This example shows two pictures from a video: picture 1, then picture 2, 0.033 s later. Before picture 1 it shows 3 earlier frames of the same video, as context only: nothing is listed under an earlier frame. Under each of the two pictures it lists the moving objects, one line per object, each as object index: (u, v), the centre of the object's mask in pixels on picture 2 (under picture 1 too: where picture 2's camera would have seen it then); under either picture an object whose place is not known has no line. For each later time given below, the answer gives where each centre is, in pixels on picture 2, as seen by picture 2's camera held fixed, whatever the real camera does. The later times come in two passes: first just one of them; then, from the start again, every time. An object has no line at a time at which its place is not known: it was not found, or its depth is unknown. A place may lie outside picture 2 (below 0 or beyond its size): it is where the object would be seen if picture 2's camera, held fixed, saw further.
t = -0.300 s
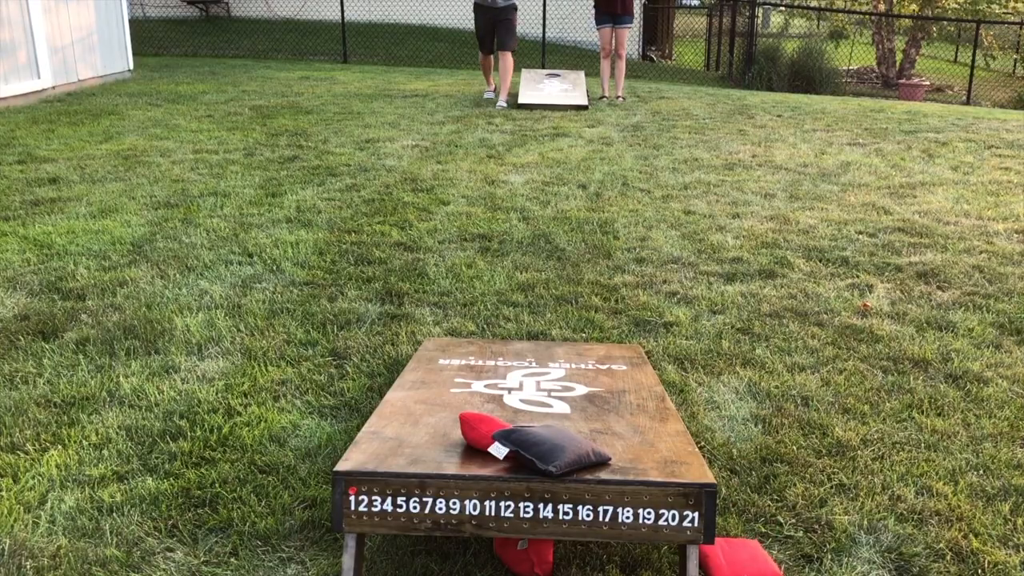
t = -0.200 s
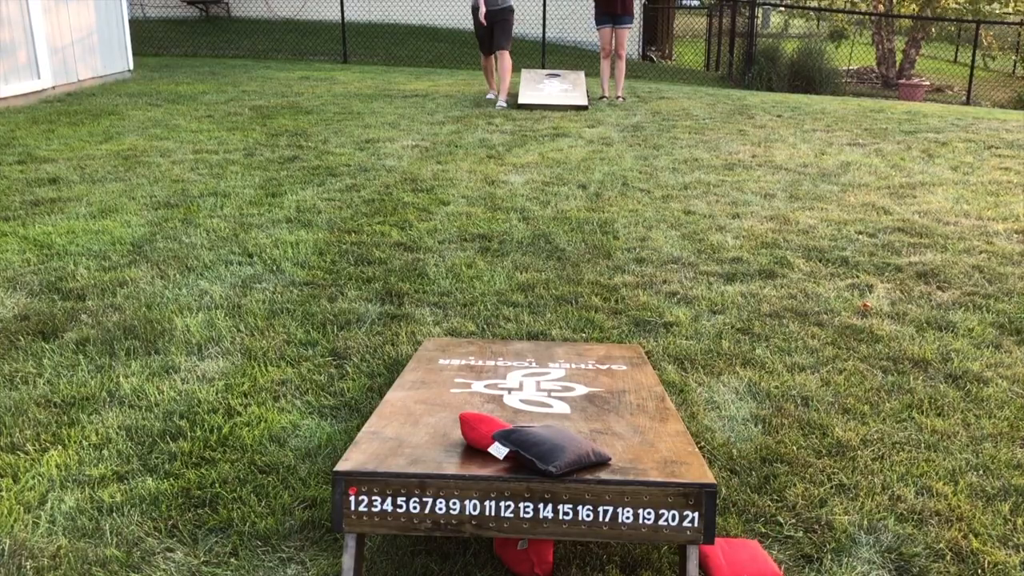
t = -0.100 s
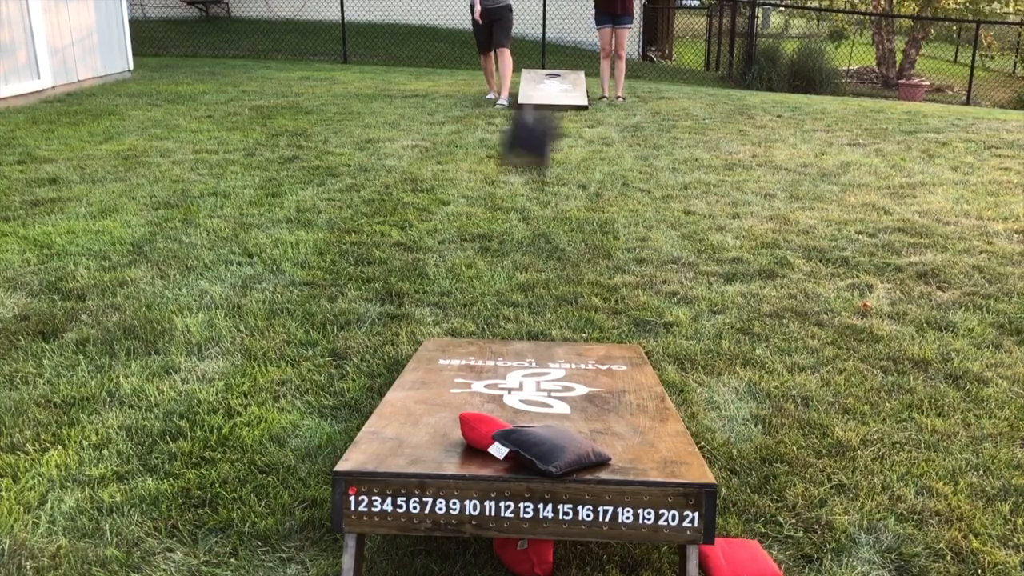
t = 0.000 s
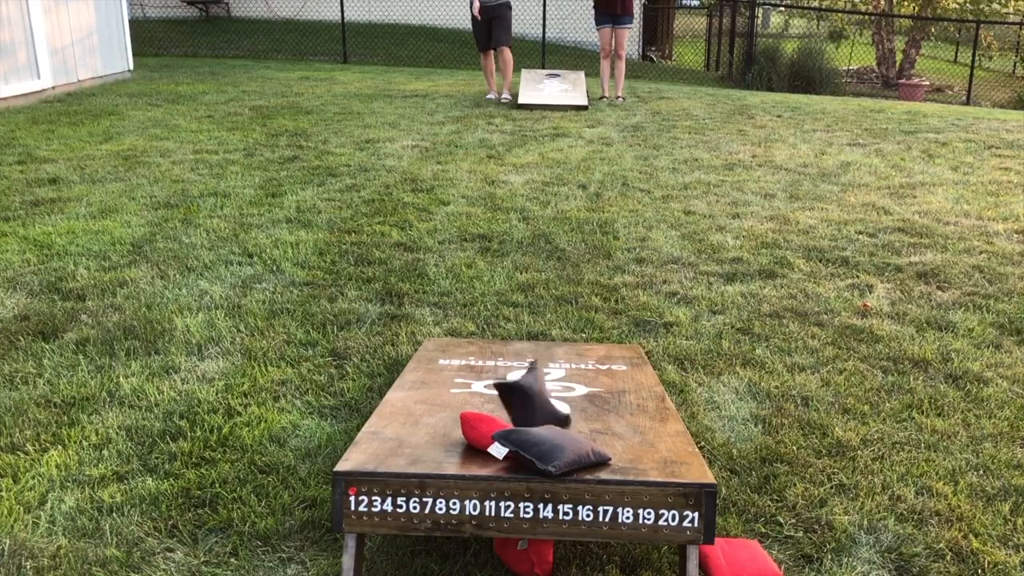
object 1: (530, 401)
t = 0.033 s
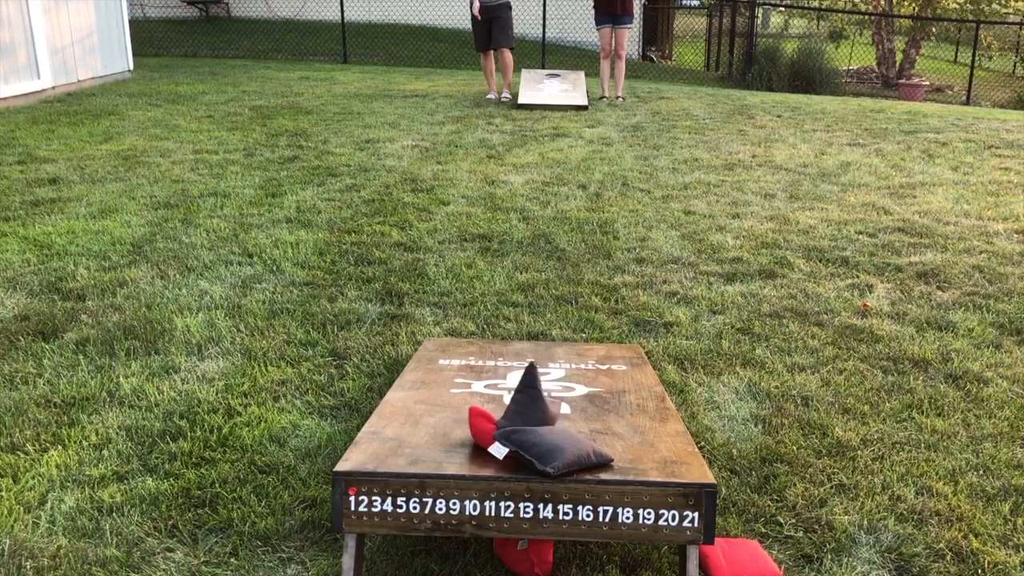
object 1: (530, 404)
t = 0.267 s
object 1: (547, 419)
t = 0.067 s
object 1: (536, 402)
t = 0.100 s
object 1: (543, 405)
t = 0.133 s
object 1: (551, 411)
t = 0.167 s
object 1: (556, 414)
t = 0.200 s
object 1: (559, 417)
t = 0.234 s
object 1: (559, 417)
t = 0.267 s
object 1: (547, 419)
